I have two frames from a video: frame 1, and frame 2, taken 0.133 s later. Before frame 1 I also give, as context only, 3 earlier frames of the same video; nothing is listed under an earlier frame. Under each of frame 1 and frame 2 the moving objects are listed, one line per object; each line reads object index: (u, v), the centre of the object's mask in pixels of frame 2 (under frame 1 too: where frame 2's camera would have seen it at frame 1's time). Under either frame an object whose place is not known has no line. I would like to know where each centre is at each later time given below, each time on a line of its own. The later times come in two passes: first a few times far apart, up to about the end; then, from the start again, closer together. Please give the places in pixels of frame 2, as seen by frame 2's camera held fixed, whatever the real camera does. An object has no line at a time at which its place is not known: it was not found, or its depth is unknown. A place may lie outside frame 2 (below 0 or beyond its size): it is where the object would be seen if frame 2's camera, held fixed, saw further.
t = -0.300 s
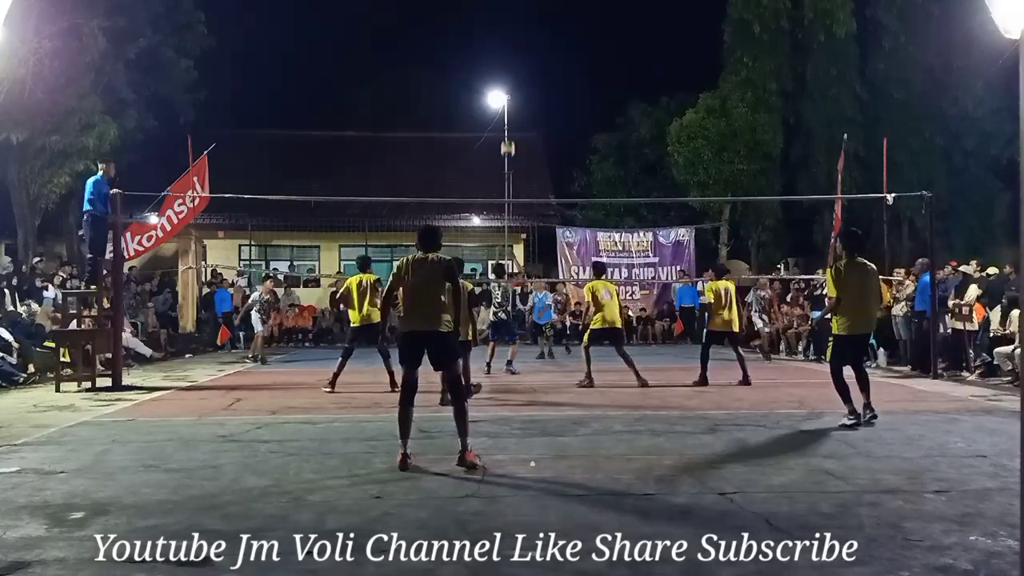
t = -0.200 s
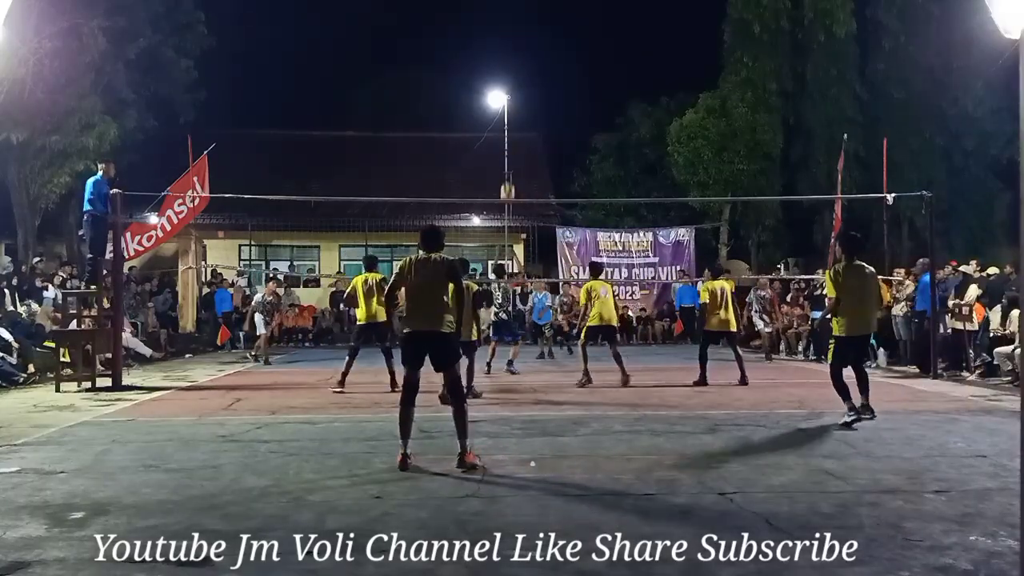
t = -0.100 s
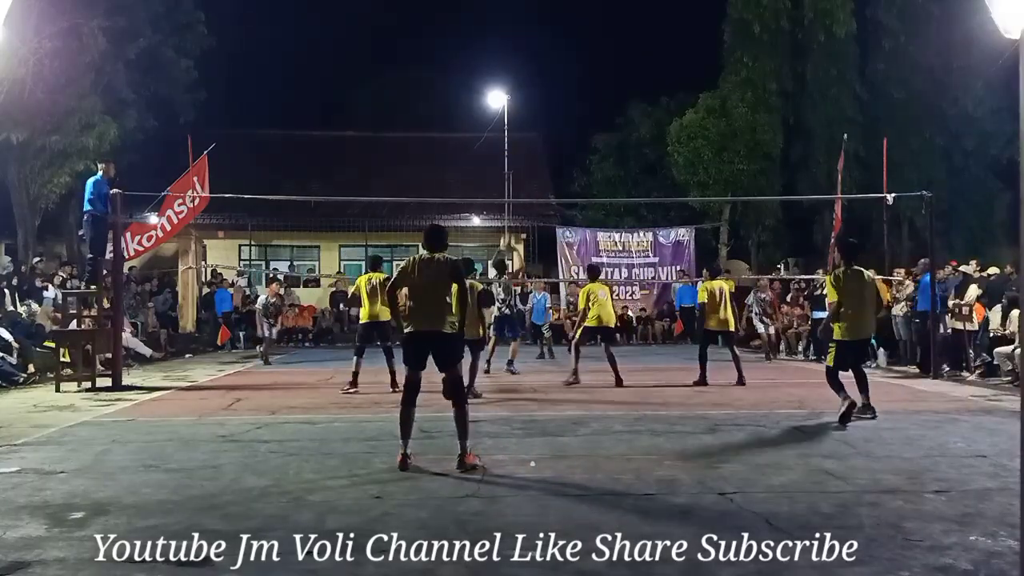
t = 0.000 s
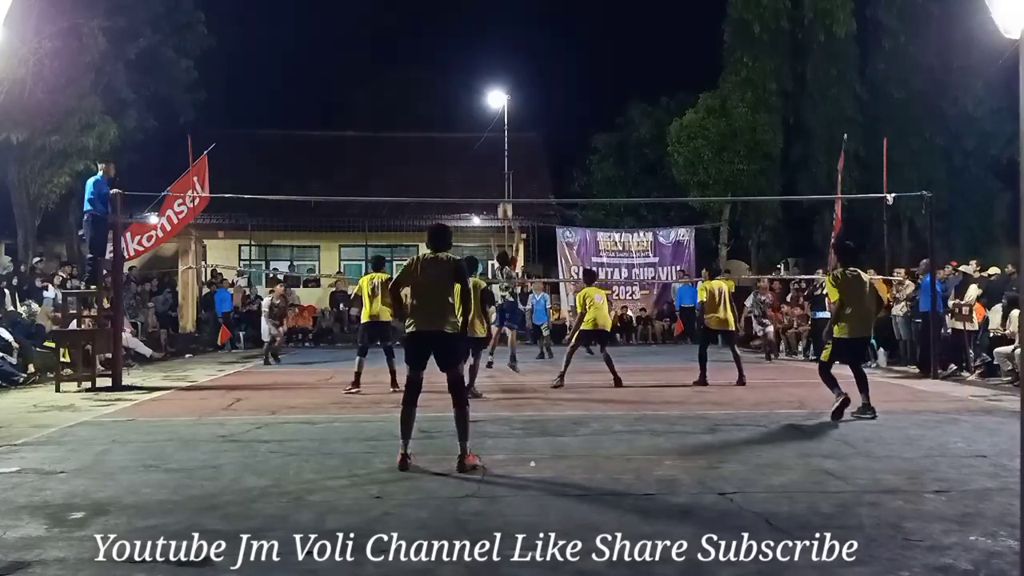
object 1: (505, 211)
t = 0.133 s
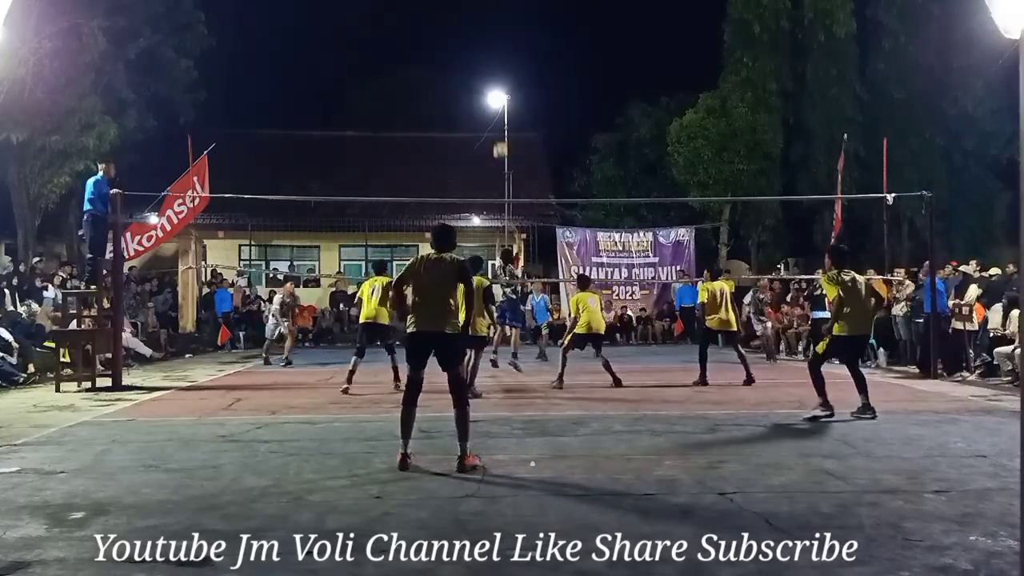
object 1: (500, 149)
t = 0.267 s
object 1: (494, 103)
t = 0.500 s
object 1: (486, 47)
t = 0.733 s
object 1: (478, 30)
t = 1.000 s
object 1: (468, 57)
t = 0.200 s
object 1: (497, 123)
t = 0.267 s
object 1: (494, 103)
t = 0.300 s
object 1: (493, 88)
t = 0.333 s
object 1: (492, 81)
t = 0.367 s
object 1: (492, 73)
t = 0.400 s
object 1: (490, 66)
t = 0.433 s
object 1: (489, 59)
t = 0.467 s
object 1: (488, 53)
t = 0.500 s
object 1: (486, 47)
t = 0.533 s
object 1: (485, 42)
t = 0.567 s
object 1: (484, 38)
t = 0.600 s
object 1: (483, 35)
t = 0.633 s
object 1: (481, 33)
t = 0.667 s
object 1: (480, 31)
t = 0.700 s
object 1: (479, 30)
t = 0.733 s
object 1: (478, 30)
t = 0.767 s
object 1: (476, 30)
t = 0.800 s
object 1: (475, 32)
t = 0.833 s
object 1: (474, 34)
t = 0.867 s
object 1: (473, 37)
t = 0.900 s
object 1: (472, 41)
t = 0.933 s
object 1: (470, 46)
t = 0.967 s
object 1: (469, 51)
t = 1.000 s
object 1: (468, 57)
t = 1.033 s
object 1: (467, 64)
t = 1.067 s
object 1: (466, 72)
